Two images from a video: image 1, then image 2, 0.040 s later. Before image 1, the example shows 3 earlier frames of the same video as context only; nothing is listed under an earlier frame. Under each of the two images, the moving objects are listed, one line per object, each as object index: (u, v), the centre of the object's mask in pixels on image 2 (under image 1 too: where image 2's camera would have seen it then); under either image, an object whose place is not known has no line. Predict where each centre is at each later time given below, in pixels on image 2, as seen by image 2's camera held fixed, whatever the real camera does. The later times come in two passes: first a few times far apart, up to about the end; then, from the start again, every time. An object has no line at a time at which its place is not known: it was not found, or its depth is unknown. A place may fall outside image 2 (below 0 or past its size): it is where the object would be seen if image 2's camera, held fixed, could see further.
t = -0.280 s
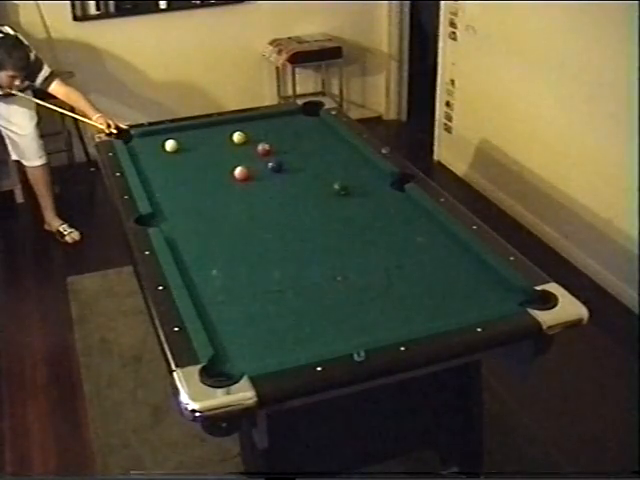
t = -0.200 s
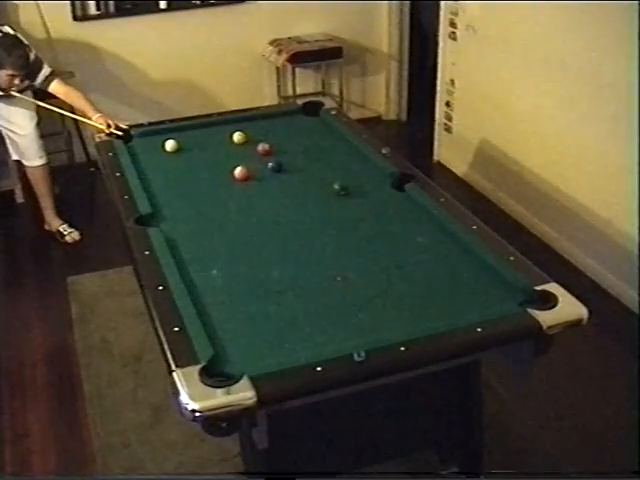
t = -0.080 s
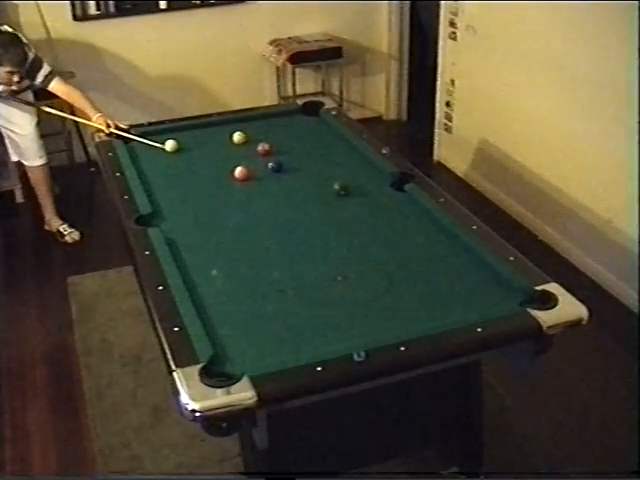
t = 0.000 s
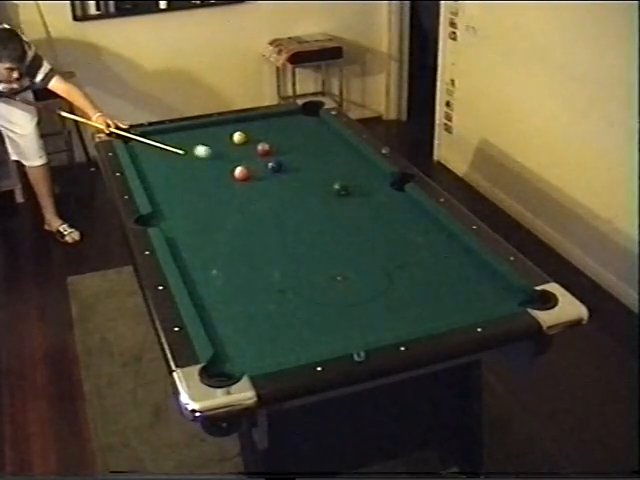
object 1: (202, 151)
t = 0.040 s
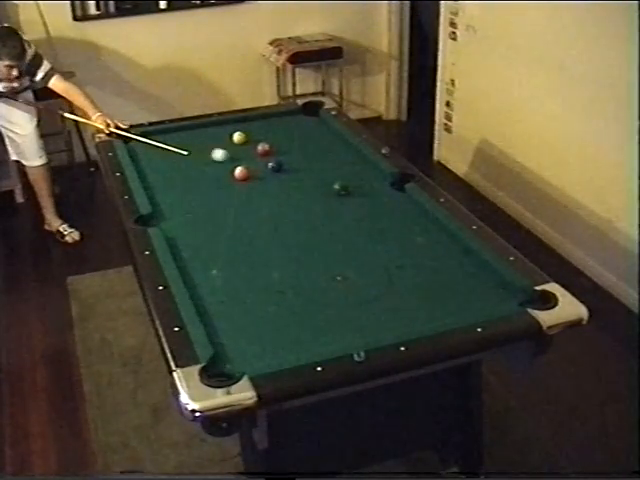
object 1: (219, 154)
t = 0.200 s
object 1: (260, 163)
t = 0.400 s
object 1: (250, 163)
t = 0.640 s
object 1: (240, 163)
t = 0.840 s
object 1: (231, 164)
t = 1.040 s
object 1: (225, 165)
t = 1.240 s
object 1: (220, 165)
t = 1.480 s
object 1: (215, 165)
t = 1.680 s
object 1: (211, 165)
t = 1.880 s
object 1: (209, 165)
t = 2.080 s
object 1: (208, 165)
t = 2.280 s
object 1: (209, 166)
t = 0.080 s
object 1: (236, 158)
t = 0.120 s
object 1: (253, 161)
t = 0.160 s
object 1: (261, 163)
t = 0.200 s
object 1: (260, 163)
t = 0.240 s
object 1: (258, 163)
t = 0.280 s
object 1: (256, 163)
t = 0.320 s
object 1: (254, 163)
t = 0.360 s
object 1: (252, 163)
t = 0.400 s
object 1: (250, 163)
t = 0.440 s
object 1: (249, 163)
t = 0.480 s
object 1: (247, 163)
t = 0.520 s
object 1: (245, 163)
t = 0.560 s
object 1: (243, 163)
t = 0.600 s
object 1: (241, 163)
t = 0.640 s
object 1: (240, 163)
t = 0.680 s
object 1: (238, 163)
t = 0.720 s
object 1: (236, 163)
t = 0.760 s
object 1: (234, 163)
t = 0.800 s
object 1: (233, 163)
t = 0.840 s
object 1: (231, 164)
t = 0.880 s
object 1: (230, 164)
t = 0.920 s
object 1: (229, 164)
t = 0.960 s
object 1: (228, 164)
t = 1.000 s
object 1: (226, 164)
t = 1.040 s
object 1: (225, 165)
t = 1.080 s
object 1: (224, 164)
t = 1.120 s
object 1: (223, 165)
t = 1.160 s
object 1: (222, 165)
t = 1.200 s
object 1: (221, 165)
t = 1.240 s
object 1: (220, 165)
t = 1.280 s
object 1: (219, 165)
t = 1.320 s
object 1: (218, 165)
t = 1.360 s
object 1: (217, 165)
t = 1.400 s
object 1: (216, 165)
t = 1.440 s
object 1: (215, 165)
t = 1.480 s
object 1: (215, 165)
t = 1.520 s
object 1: (214, 165)
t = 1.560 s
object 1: (213, 165)
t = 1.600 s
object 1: (213, 165)
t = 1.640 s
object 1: (212, 165)
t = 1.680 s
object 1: (211, 165)
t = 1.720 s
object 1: (211, 165)
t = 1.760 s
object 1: (210, 165)
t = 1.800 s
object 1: (210, 165)
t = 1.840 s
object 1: (210, 165)
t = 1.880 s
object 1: (209, 165)
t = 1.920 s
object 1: (209, 165)
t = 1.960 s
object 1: (209, 165)
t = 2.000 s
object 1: (208, 165)
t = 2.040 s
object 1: (208, 165)
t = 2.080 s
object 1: (208, 165)
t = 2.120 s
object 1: (208, 165)
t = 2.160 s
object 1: (208, 165)
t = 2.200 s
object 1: (208, 165)
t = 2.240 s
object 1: (209, 165)
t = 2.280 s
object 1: (209, 166)
